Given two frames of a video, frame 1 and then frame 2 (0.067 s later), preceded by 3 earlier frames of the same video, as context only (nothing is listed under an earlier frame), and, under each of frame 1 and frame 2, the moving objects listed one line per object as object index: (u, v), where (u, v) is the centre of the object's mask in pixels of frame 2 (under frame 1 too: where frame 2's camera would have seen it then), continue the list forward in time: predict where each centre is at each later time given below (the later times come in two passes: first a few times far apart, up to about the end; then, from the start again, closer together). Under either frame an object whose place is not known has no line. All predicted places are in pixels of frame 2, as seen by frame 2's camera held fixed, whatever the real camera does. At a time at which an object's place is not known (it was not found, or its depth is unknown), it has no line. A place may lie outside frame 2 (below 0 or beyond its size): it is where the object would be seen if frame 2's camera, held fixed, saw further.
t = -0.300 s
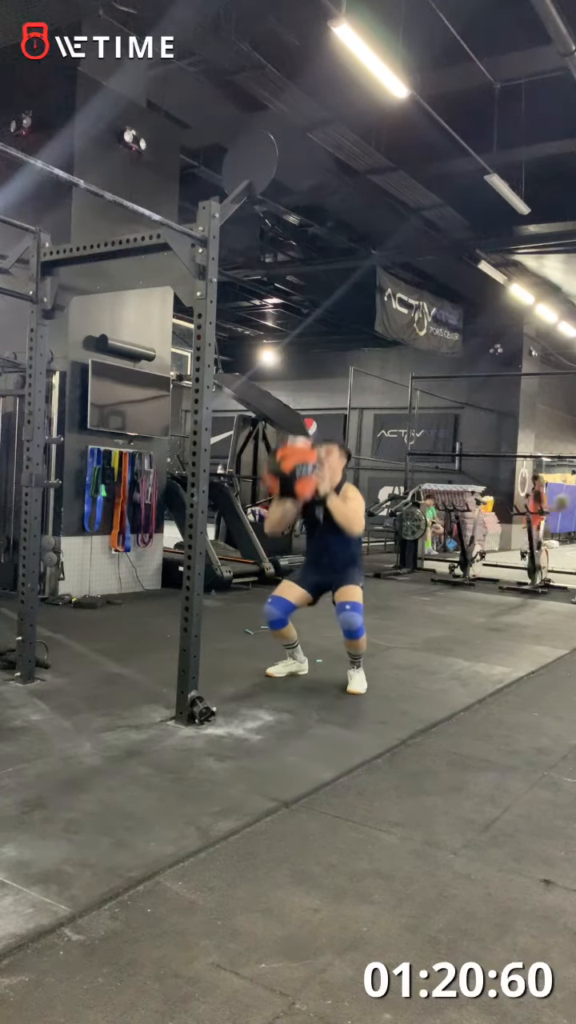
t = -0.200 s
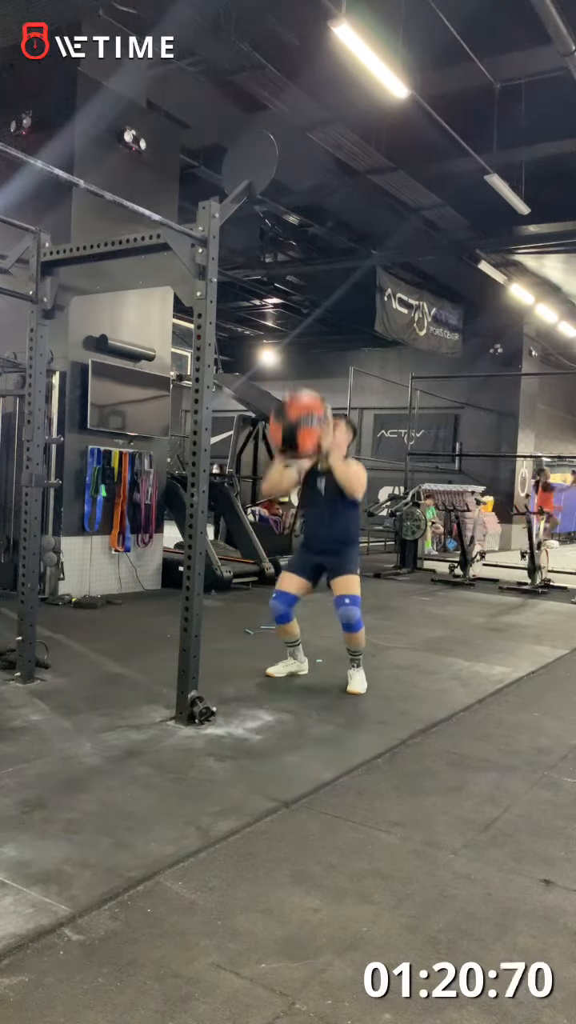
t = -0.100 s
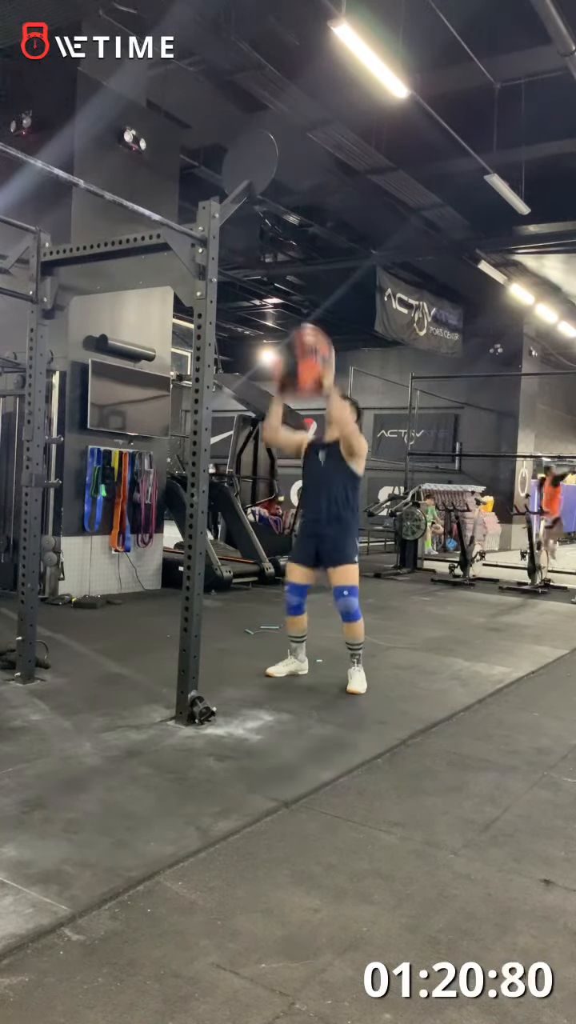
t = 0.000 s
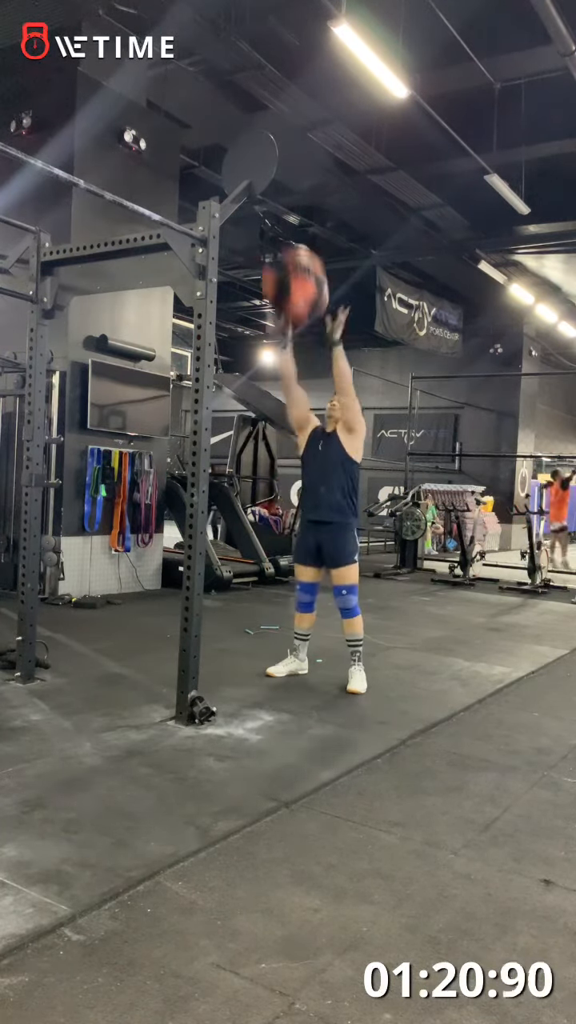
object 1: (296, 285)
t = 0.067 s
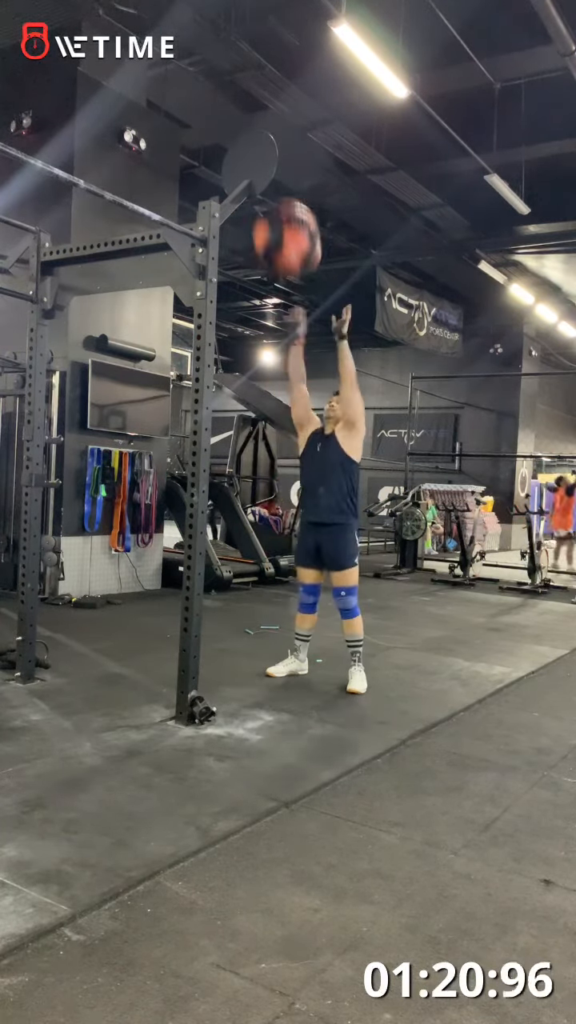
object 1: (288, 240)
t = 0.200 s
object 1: (285, 172)
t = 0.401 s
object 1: (294, 170)
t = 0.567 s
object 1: (299, 219)
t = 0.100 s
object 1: (284, 219)
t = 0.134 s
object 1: (287, 203)
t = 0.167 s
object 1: (287, 187)
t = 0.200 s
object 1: (285, 172)
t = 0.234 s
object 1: (285, 162)
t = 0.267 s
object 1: (287, 158)
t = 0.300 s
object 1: (289, 157)
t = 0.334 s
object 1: (291, 160)
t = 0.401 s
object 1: (294, 170)
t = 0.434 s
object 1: (295, 177)
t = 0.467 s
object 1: (296, 185)
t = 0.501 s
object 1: (296, 197)
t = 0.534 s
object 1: (298, 207)
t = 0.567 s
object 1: (299, 219)
